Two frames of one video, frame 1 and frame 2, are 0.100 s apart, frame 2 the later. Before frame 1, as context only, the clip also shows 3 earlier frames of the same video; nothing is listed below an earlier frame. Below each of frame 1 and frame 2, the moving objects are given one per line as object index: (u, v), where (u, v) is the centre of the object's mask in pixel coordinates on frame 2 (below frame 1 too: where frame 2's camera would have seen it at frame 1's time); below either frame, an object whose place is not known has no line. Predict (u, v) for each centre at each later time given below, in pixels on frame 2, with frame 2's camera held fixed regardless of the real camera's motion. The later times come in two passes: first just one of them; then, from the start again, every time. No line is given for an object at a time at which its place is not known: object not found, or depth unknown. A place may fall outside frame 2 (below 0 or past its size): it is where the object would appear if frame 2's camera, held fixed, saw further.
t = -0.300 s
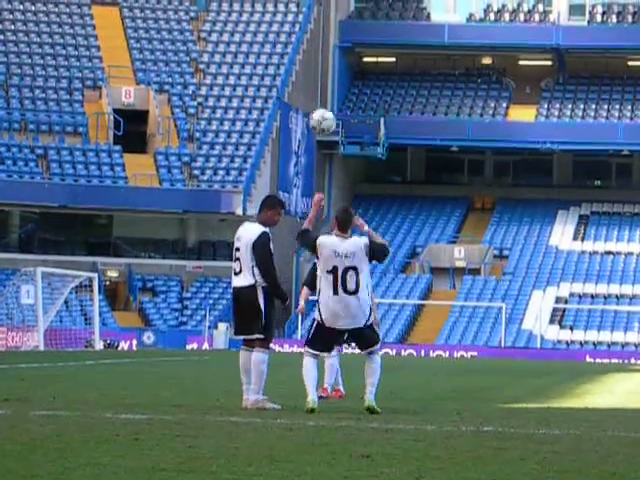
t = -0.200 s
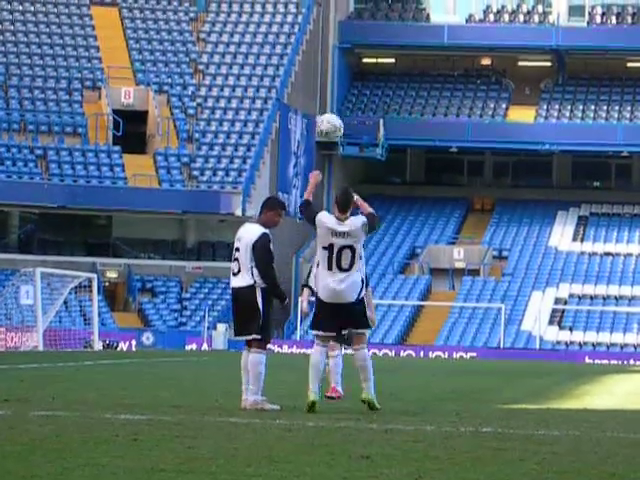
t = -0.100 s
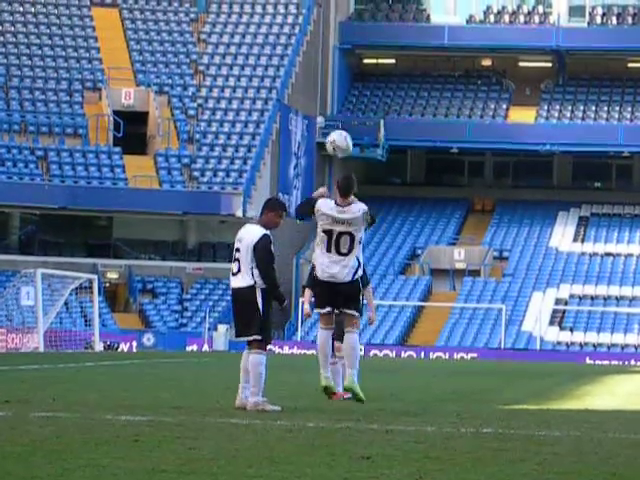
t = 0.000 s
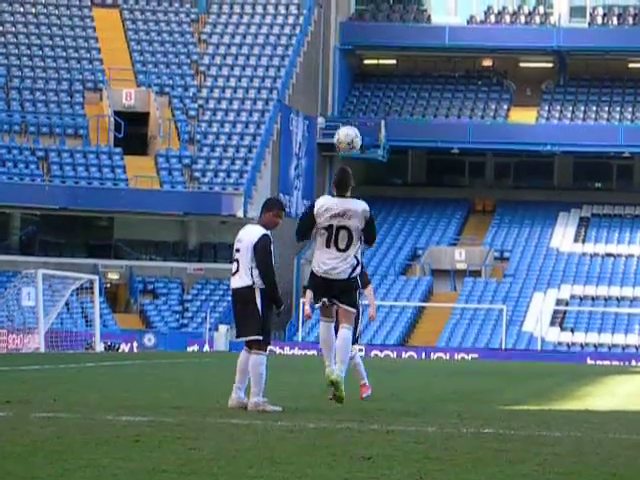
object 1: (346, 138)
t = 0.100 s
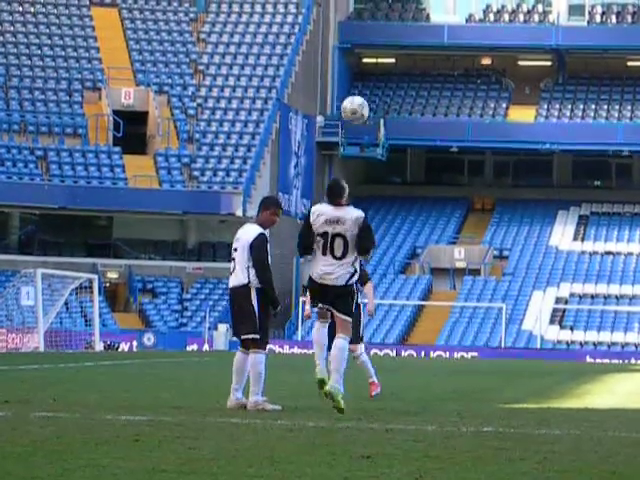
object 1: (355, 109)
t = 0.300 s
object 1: (369, 88)
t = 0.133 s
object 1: (357, 103)
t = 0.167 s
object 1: (360, 97)
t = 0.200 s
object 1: (362, 93)
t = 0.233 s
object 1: (365, 89)
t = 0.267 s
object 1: (367, 88)
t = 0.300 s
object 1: (369, 88)
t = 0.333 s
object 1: (371, 90)
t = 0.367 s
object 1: (374, 93)
